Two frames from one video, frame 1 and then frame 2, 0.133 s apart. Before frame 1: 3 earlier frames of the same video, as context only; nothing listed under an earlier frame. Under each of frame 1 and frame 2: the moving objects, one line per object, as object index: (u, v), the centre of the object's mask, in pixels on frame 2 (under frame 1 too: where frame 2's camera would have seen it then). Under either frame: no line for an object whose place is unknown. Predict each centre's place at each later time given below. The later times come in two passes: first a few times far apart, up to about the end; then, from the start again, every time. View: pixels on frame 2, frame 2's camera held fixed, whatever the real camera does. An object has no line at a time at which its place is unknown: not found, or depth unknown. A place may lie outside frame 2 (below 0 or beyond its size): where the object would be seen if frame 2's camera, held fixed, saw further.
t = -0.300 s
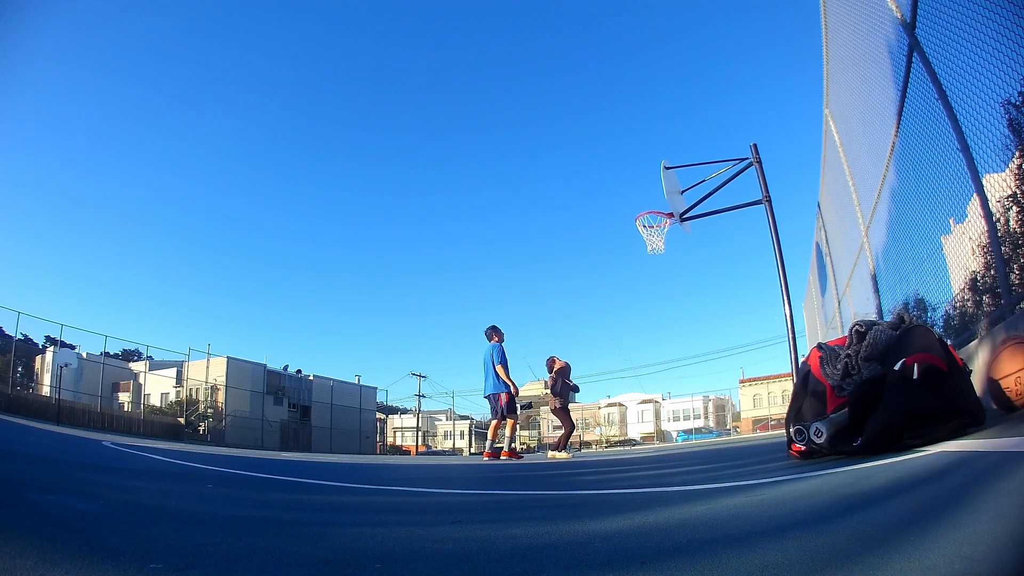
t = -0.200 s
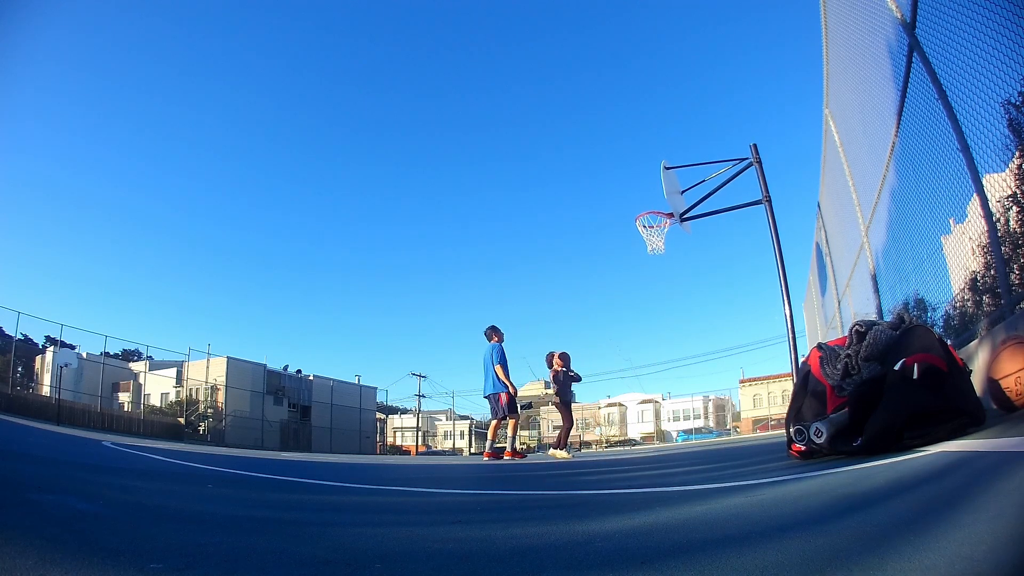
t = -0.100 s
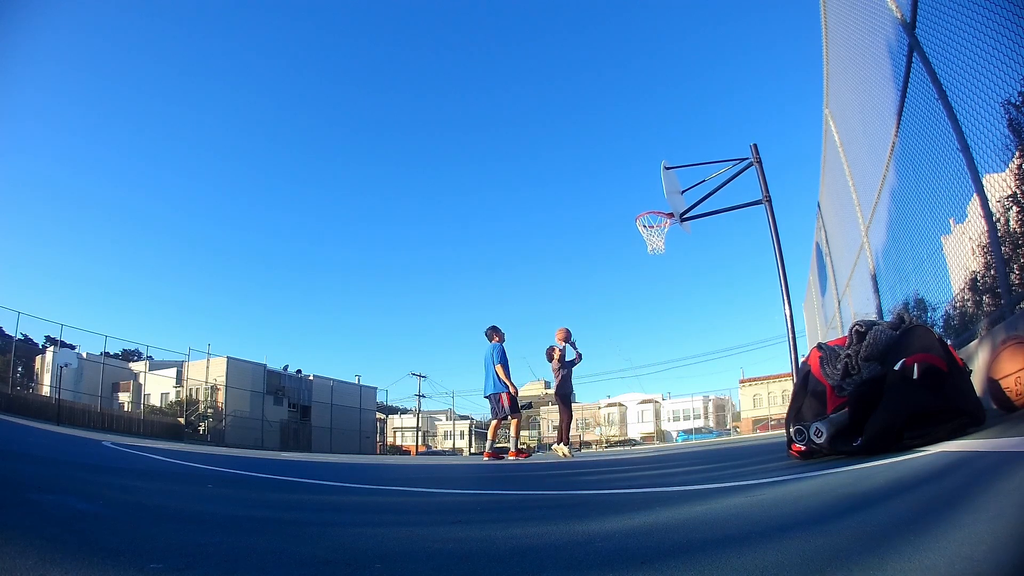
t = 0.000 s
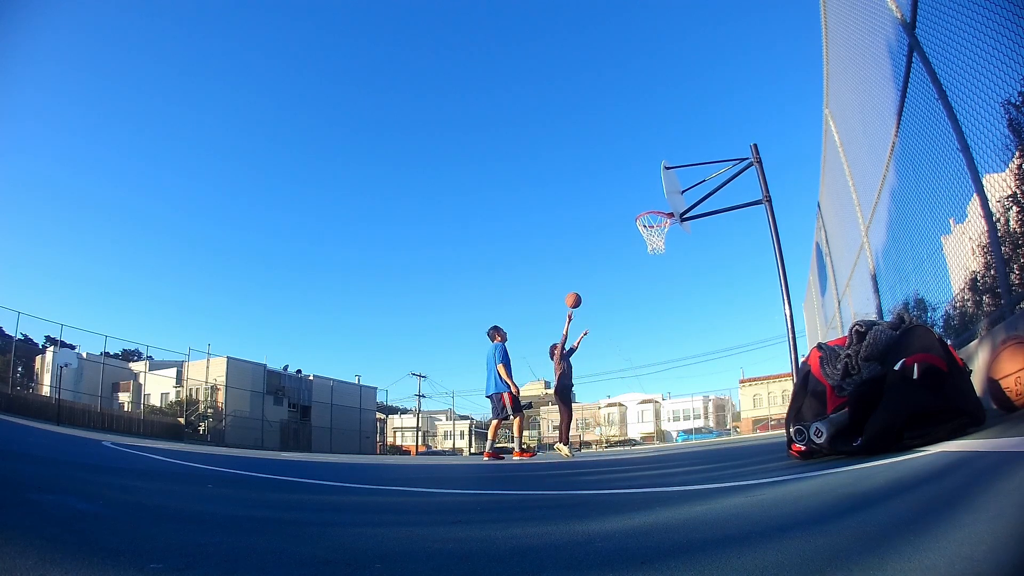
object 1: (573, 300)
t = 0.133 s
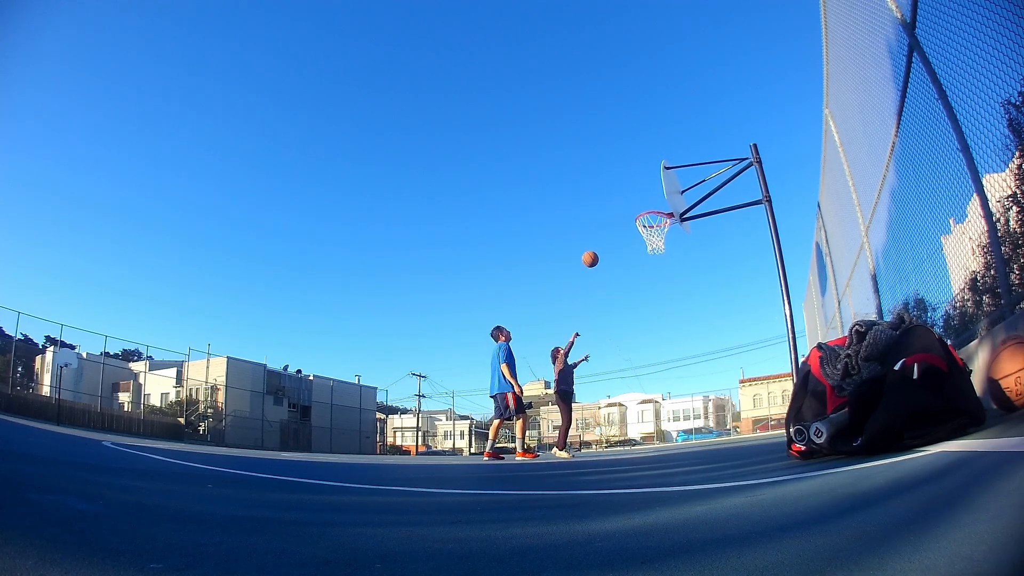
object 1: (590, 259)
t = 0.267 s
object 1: (608, 229)
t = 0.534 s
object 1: (646, 203)
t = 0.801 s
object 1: (658, 199)
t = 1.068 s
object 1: (649, 207)
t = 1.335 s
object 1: (649, 245)
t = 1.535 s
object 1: (655, 288)
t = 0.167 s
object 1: (595, 250)
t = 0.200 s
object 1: (599, 243)
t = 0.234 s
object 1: (603, 236)
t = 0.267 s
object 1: (608, 229)
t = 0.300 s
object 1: (612, 224)
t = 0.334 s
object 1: (617, 219)
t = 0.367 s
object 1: (621, 214)
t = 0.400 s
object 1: (626, 211)
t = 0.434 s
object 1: (631, 208)
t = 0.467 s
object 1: (636, 205)
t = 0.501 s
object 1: (641, 204)
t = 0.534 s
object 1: (646, 203)
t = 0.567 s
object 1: (652, 203)
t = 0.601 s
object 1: (657, 203)
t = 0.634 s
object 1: (661, 204)
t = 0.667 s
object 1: (662, 202)
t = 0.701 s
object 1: (662, 201)
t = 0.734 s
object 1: (661, 199)
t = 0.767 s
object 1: (659, 199)
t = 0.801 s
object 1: (658, 199)
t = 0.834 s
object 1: (656, 200)
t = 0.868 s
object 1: (654, 202)
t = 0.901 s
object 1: (653, 204)
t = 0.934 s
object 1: (652, 204)
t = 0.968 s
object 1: (652, 204)
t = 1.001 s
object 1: (651, 204)
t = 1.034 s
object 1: (650, 205)
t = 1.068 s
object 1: (649, 207)
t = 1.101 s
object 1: (649, 210)
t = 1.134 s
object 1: (649, 214)
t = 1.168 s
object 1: (648, 219)
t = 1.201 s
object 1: (648, 224)
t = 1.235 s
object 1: (647, 230)
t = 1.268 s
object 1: (648, 235)
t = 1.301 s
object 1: (648, 240)
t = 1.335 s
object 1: (649, 245)
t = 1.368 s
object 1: (650, 250)
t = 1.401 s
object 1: (651, 256)
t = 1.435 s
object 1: (652, 263)
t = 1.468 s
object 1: (653, 270)
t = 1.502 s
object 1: (654, 279)
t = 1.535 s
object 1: (655, 288)
